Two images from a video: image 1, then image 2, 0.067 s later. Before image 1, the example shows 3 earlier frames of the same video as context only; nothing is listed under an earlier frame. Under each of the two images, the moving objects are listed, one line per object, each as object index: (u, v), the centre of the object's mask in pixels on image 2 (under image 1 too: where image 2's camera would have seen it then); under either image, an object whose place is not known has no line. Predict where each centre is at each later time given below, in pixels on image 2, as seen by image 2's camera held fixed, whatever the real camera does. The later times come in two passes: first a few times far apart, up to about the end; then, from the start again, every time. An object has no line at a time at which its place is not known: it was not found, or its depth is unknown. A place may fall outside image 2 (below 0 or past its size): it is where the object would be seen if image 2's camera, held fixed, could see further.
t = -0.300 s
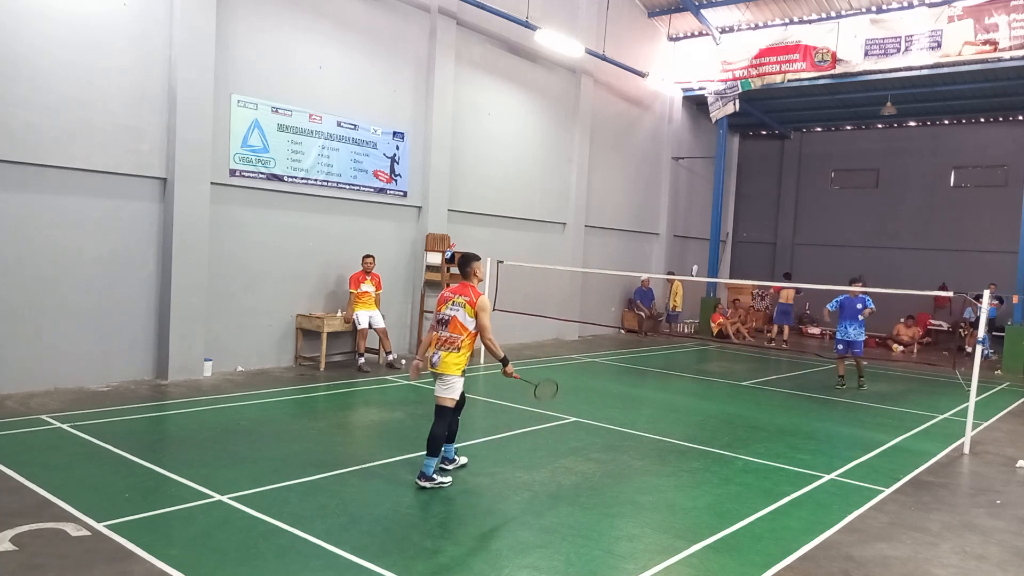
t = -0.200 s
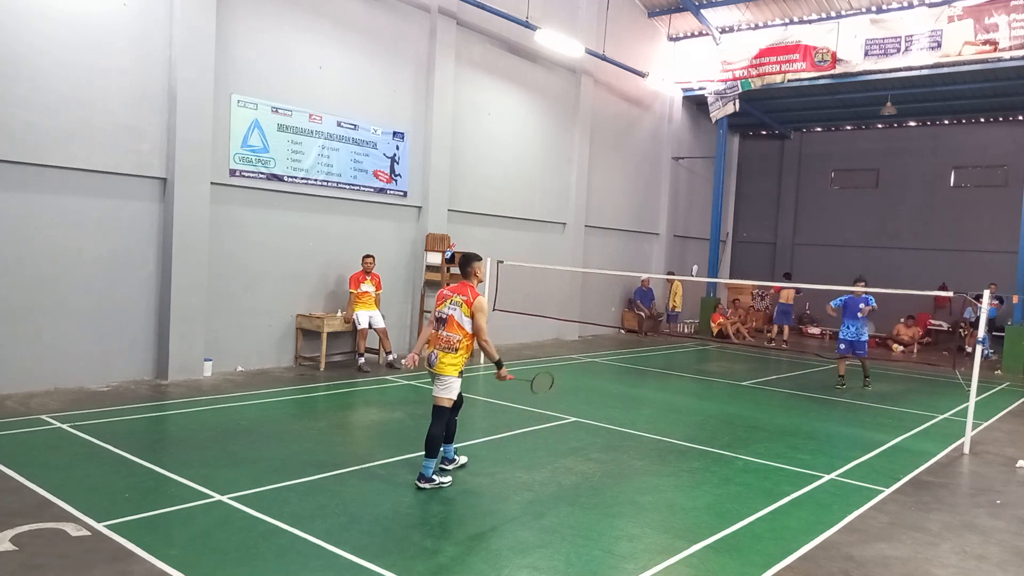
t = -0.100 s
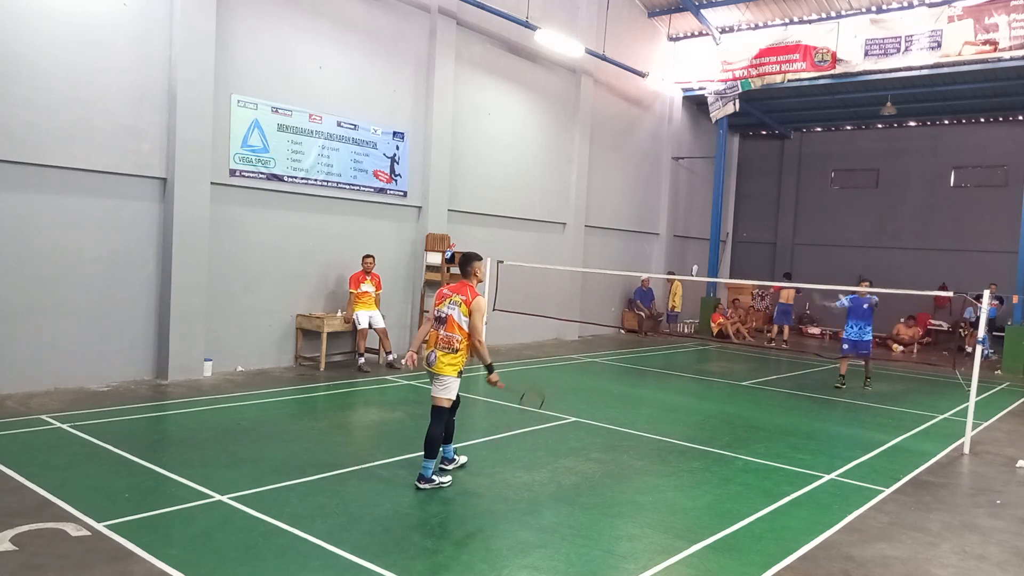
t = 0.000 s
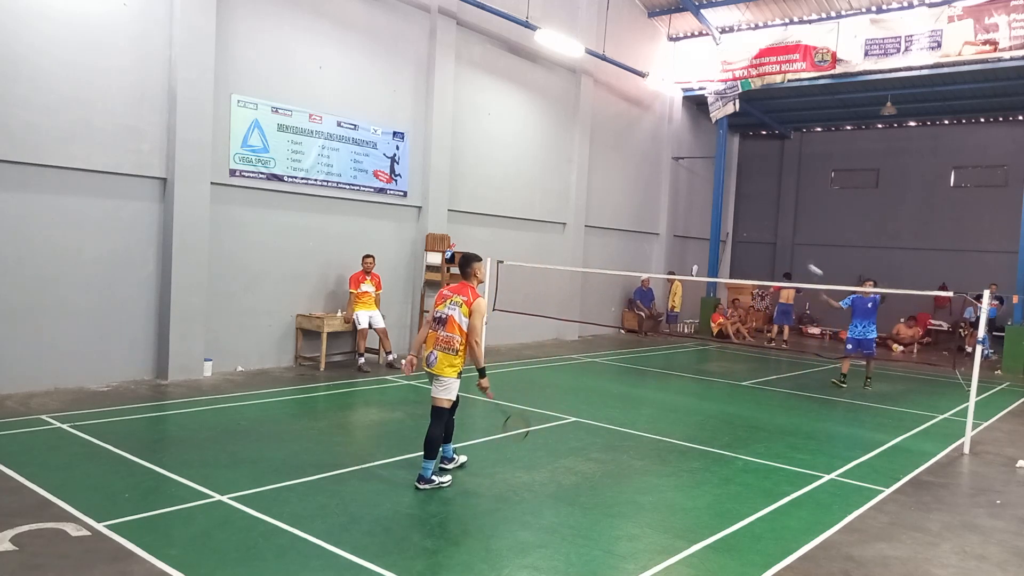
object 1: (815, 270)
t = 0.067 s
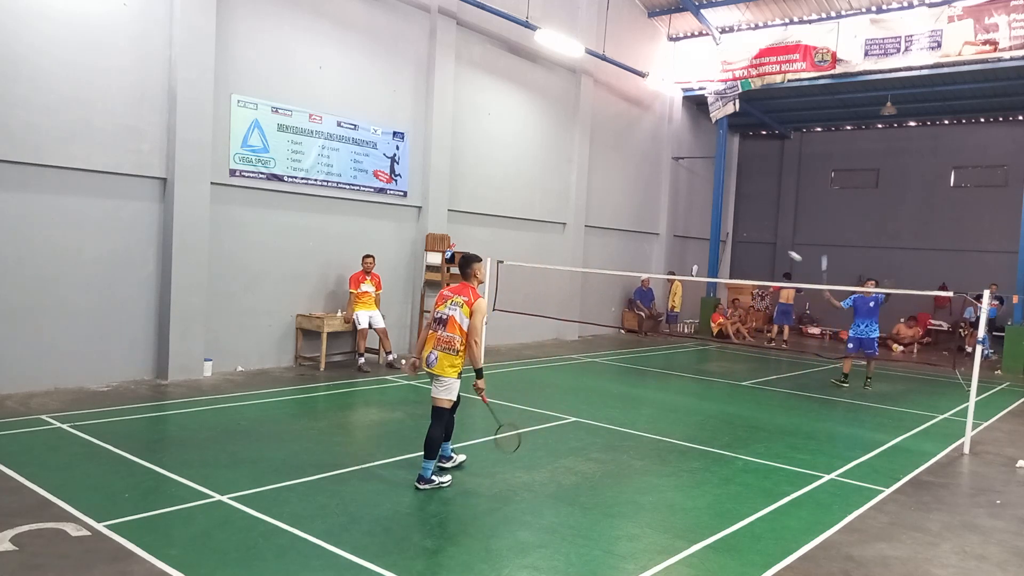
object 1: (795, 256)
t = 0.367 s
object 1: (705, 242)
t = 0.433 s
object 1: (684, 251)
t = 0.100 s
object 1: (785, 250)
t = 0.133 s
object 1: (773, 245)
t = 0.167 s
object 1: (763, 241)
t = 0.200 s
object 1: (754, 239)
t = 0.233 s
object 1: (744, 237)
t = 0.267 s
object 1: (735, 237)
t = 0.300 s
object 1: (725, 237)
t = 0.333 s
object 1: (715, 239)
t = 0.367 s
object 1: (705, 242)
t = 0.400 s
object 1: (695, 246)
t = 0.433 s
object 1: (684, 251)
